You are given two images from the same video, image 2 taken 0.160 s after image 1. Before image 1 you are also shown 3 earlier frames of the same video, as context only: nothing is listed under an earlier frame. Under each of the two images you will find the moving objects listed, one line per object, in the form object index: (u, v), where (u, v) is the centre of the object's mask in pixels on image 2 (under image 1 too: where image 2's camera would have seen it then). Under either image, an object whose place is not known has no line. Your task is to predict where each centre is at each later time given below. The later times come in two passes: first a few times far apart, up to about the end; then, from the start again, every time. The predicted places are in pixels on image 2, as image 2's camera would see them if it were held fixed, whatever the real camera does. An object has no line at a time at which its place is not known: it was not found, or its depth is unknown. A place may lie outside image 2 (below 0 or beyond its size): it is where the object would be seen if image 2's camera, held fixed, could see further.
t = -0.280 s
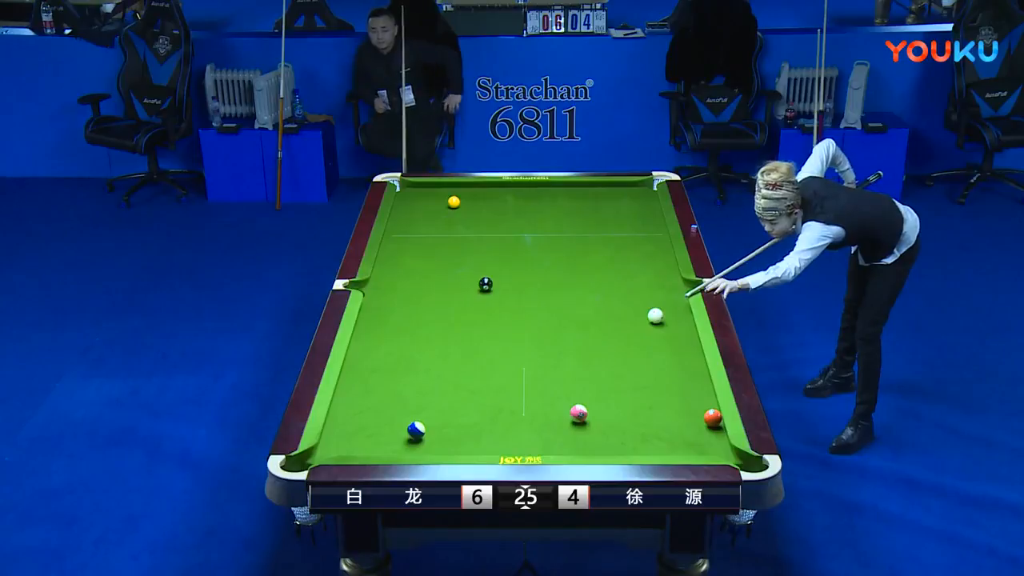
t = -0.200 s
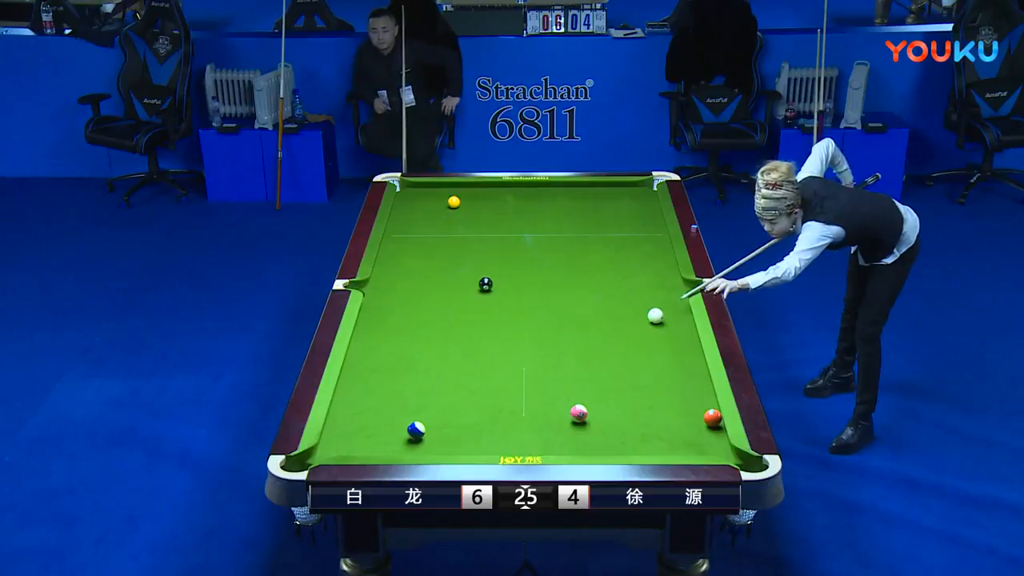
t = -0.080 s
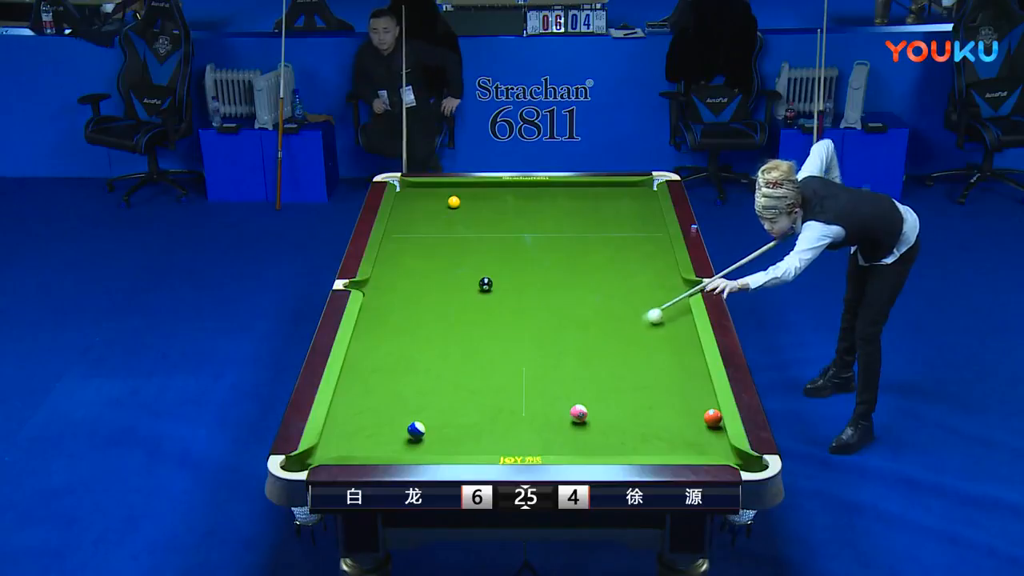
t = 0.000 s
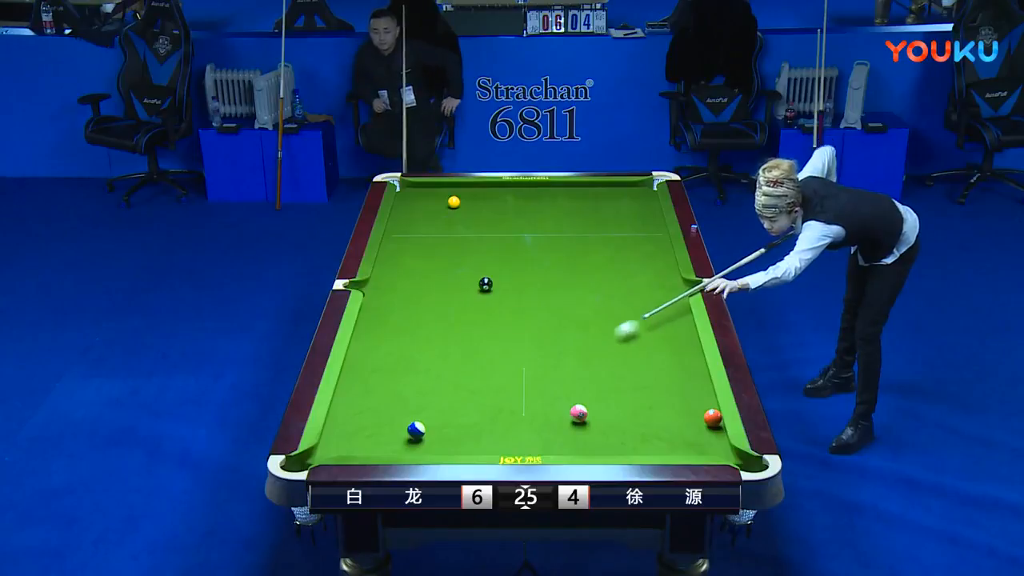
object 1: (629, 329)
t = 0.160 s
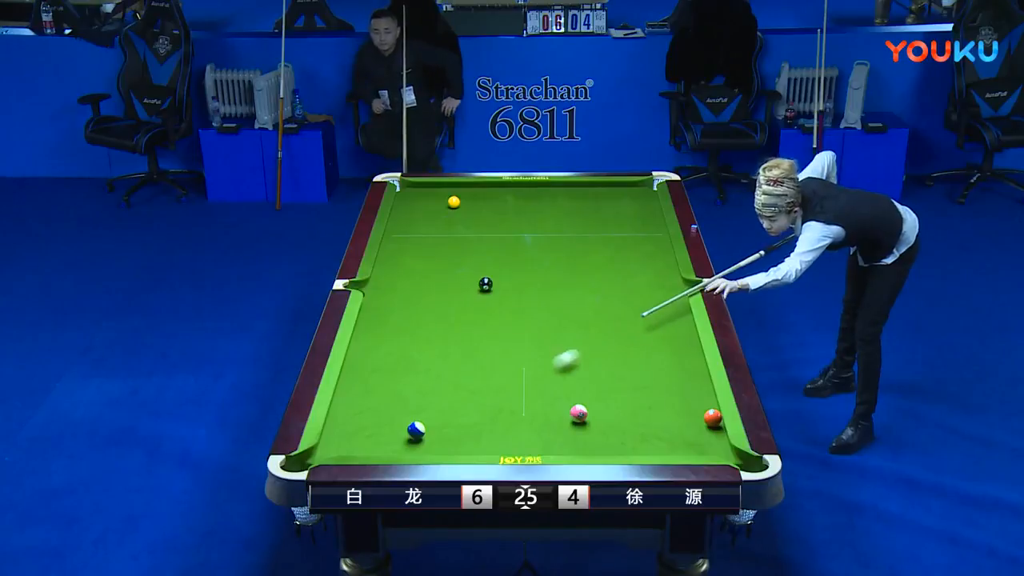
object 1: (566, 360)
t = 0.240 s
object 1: (534, 376)
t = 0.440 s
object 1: (446, 420)
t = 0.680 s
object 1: (432, 446)
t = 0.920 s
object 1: (425, 441)
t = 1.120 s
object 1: (422, 428)
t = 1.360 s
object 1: (419, 413)
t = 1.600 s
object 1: (416, 400)
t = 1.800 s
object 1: (413, 389)
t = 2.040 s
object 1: (411, 378)
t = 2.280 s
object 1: (408, 368)
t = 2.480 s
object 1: (406, 360)
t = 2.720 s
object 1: (403, 352)
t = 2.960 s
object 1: (400, 344)
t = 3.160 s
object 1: (398, 339)
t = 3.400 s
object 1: (396, 332)
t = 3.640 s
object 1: (394, 327)
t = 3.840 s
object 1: (393, 322)
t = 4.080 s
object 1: (391, 318)
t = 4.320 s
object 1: (390, 314)
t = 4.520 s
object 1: (389, 312)
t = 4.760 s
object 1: (388, 309)
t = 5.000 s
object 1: (388, 306)
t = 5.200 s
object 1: (387, 305)
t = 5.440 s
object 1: (387, 304)
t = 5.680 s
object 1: (387, 303)
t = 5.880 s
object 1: (387, 303)
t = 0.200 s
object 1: (550, 368)
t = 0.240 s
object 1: (534, 376)
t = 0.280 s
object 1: (517, 385)
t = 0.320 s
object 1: (500, 393)
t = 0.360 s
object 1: (483, 402)
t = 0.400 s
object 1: (465, 410)
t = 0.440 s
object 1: (446, 420)
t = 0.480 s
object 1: (433, 427)
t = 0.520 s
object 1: (435, 431)
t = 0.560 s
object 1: (435, 435)
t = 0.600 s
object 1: (435, 439)
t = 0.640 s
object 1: (434, 443)
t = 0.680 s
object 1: (432, 446)
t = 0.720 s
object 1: (430, 448)
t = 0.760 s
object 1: (428, 449)
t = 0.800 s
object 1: (427, 448)
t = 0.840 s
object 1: (426, 446)
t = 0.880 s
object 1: (425, 444)
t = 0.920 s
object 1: (425, 441)
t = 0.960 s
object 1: (425, 438)
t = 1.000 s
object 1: (424, 435)
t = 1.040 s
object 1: (423, 433)
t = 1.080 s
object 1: (423, 430)
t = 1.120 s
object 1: (422, 428)
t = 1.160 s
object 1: (421, 425)
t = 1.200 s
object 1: (421, 423)
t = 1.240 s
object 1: (420, 420)
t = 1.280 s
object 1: (420, 418)
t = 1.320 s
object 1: (419, 415)
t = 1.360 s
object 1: (419, 413)
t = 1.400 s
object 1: (418, 411)
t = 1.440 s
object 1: (418, 408)
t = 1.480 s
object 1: (417, 406)
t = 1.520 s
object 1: (417, 404)
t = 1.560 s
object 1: (416, 402)
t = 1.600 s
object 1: (416, 400)
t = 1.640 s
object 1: (415, 398)
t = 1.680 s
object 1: (415, 396)
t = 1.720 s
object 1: (414, 393)
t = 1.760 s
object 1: (414, 391)
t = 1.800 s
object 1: (413, 389)
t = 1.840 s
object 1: (413, 387)
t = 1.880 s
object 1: (413, 386)
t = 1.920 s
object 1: (412, 384)
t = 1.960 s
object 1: (411, 381)
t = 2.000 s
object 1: (411, 380)
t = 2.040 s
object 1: (411, 378)
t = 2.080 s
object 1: (410, 376)
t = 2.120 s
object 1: (410, 375)
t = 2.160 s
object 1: (409, 373)
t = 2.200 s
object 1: (409, 371)
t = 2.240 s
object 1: (408, 370)
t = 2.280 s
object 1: (408, 368)
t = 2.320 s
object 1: (407, 366)
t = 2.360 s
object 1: (407, 365)
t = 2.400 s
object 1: (407, 363)
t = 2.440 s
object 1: (406, 362)
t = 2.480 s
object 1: (406, 360)
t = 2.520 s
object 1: (405, 359)
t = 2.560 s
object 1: (405, 357)
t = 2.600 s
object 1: (404, 356)
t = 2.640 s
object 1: (404, 355)
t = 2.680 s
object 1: (403, 353)
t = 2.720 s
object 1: (403, 352)
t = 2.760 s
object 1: (403, 350)
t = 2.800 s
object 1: (402, 349)
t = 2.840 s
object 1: (402, 348)
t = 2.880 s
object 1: (401, 347)
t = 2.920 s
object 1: (401, 345)
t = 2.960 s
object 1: (400, 344)
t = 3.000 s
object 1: (400, 343)
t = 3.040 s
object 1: (400, 342)
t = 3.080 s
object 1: (399, 341)
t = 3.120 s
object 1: (399, 340)
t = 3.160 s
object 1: (398, 339)
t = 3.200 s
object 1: (398, 337)
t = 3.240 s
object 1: (398, 336)
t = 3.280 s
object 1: (397, 335)
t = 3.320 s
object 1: (397, 334)
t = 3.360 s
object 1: (396, 333)
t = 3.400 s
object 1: (396, 332)
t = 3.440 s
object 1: (396, 331)
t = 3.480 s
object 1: (395, 330)
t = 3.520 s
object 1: (395, 329)
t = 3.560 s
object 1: (395, 329)
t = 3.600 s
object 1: (394, 328)
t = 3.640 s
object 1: (394, 327)
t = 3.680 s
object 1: (394, 326)
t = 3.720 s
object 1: (393, 325)
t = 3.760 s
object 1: (393, 324)
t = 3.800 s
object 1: (393, 323)
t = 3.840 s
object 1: (393, 322)
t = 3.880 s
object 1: (392, 322)
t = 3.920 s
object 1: (392, 321)
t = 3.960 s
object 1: (392, 321)
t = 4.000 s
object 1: (391, 319)
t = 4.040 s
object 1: (391, 319)
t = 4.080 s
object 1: (391, 318)
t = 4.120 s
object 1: (391, 317)
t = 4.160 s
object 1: (391, 317)
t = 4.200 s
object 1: (390, 316)
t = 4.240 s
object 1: (390, 316)
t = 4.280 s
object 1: (390, 315)
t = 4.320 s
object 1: (390, 314)
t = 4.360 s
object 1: (390, 313)
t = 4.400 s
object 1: (389, 313)
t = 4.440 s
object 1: (389, 312)
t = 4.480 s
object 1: (389, 312)
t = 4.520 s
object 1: (389, 312)
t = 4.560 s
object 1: (389, 311)
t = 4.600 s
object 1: (389, 310)
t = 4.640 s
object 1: (388, 310)
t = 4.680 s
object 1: (388, 310)
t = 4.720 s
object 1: (388, 309)
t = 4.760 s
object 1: (388, 309)
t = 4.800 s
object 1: (388, 308)
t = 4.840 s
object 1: (388, 308)
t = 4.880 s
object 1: (388, 307)
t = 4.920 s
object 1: (388, 307)
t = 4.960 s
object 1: (388, 307)
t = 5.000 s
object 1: (388, 306)
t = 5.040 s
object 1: (388, 306)
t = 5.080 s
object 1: (388, 306)
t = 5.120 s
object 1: (387, 306)
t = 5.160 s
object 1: (387, 305)
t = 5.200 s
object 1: (387, 305)
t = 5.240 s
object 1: (387, 305)
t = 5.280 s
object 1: (387, 304)
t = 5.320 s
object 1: (387, 304)
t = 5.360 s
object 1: (387, 304)
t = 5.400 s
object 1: (387, 304)
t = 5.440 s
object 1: (387, 304)
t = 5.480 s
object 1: (387, 303)
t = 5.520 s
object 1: (387, 303)
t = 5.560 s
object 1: (387, 303)
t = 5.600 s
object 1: (387, 303)
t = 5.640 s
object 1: (387, 303)
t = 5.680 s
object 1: (387, 303)
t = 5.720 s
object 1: (387, 303)
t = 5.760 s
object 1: (387, 303)
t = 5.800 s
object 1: (387, 303)
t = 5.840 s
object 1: (387, 303)
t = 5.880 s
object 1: (387, 303)
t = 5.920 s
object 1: (387, 303)
